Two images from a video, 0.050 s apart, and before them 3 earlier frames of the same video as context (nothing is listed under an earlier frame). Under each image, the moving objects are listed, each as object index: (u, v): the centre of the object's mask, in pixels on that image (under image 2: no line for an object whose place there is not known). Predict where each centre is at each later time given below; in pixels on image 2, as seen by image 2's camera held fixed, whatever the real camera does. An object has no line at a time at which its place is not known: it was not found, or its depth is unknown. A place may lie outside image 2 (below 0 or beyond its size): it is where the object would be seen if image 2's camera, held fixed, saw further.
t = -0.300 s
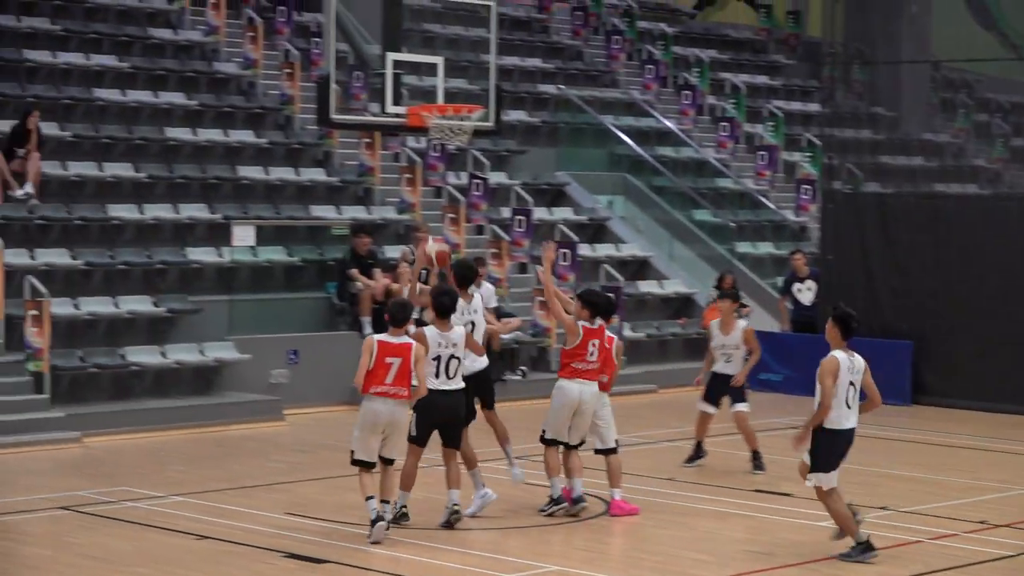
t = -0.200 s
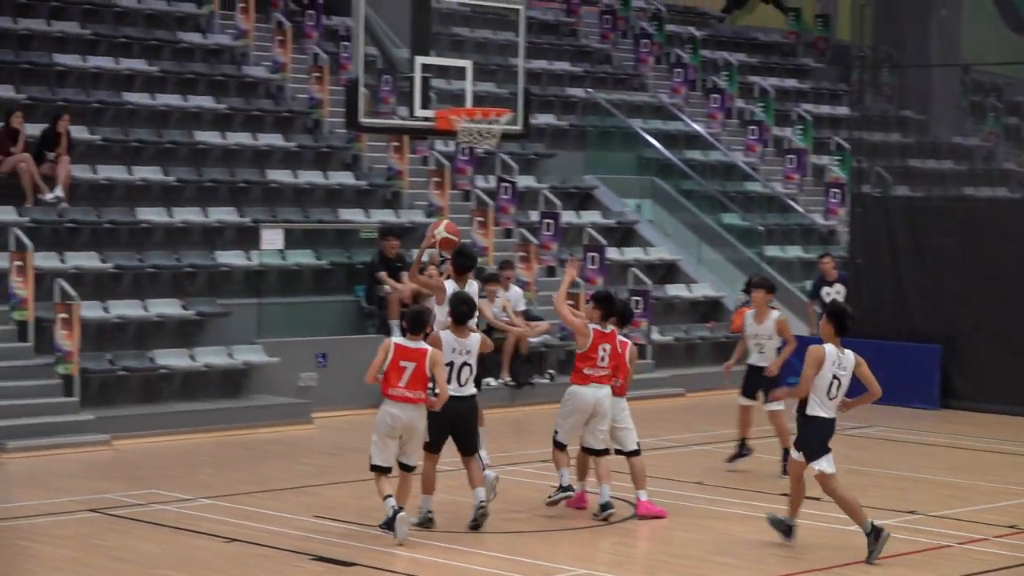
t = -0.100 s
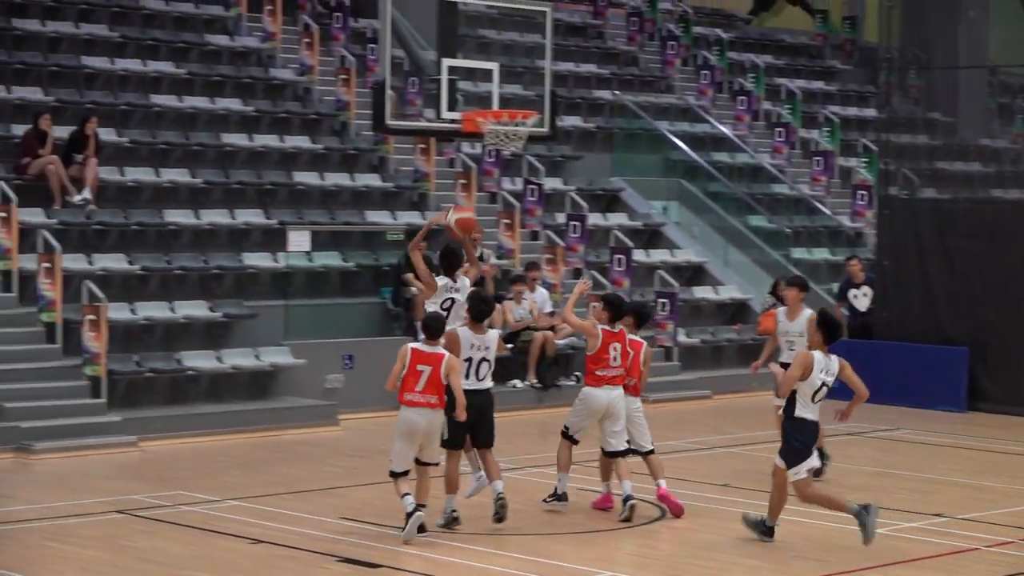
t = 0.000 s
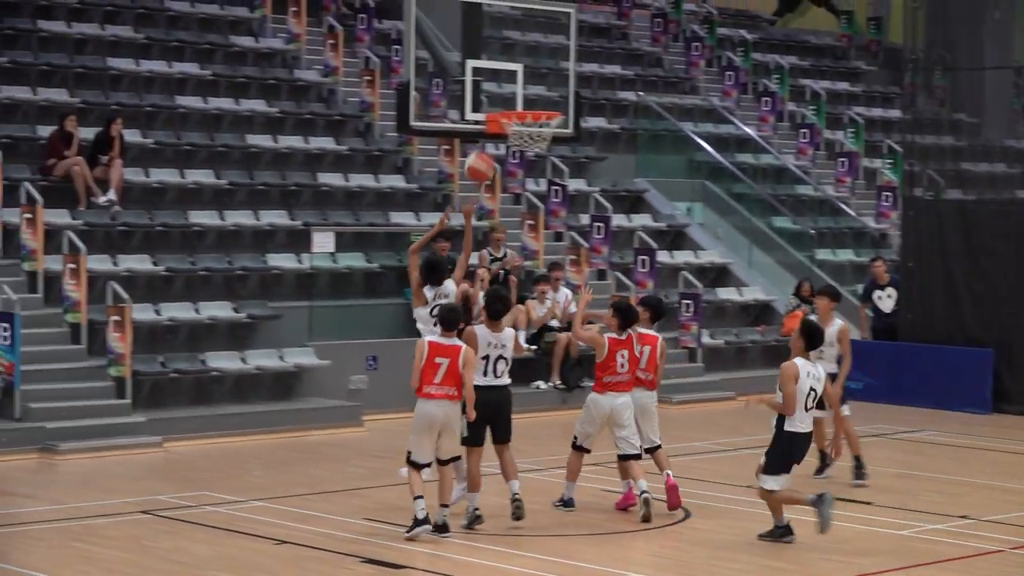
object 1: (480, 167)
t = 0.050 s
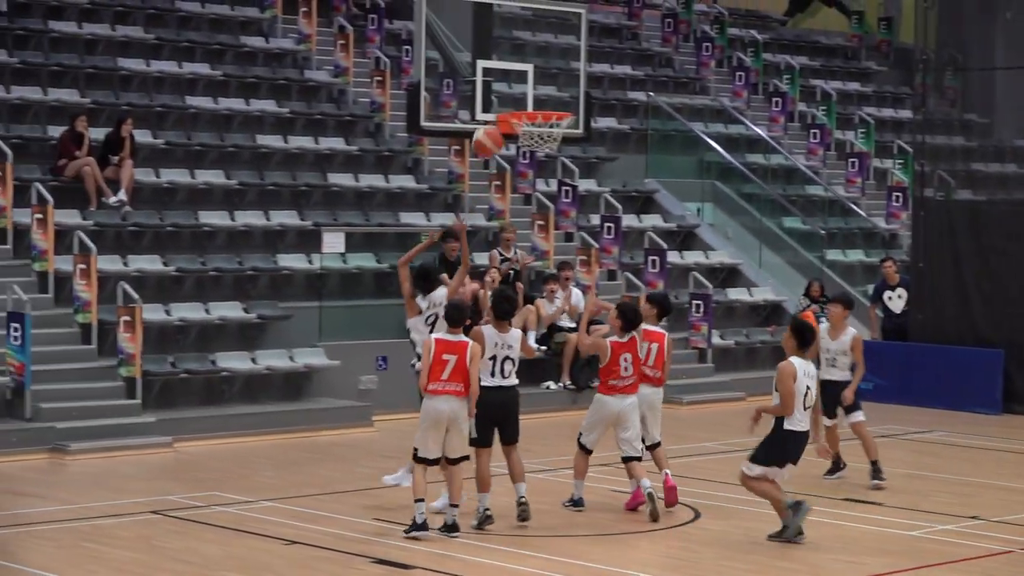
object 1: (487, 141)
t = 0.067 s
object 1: (487, 134)
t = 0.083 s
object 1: (486, 126)
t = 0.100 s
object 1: (485, 119)
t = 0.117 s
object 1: (485, 111)
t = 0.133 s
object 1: (484, 105)
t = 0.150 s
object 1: (484, 99)
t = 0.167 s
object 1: (483, 93)
